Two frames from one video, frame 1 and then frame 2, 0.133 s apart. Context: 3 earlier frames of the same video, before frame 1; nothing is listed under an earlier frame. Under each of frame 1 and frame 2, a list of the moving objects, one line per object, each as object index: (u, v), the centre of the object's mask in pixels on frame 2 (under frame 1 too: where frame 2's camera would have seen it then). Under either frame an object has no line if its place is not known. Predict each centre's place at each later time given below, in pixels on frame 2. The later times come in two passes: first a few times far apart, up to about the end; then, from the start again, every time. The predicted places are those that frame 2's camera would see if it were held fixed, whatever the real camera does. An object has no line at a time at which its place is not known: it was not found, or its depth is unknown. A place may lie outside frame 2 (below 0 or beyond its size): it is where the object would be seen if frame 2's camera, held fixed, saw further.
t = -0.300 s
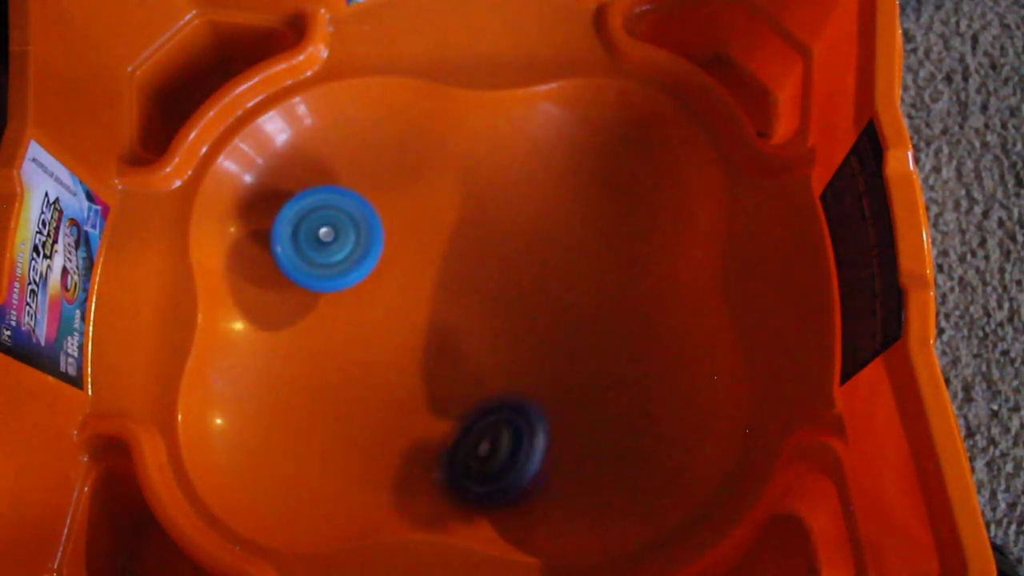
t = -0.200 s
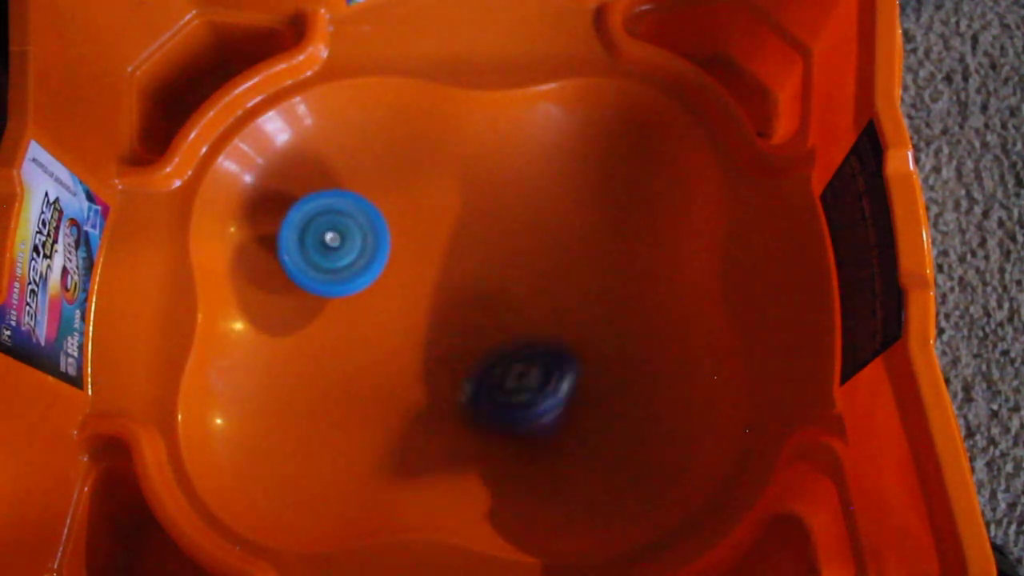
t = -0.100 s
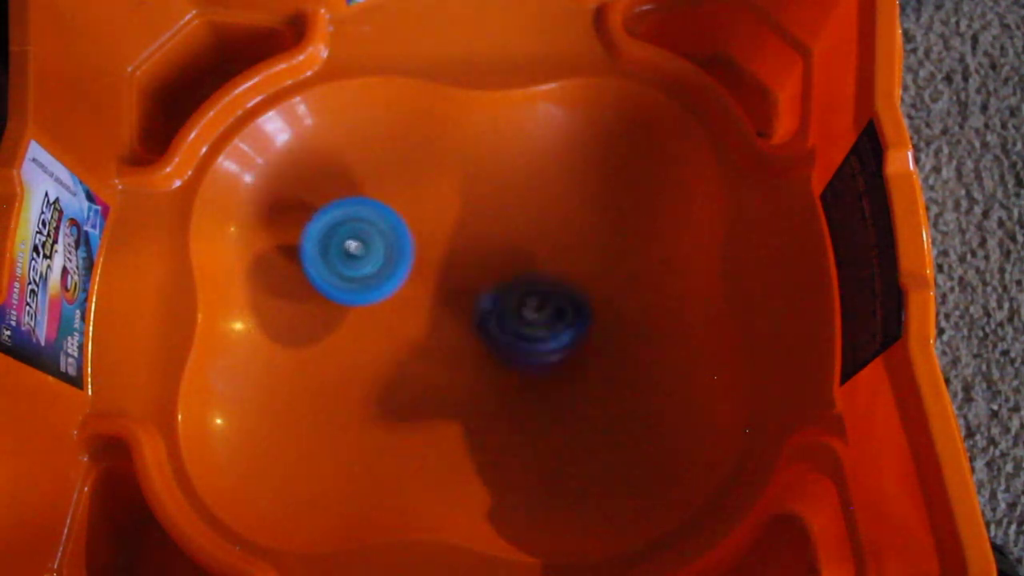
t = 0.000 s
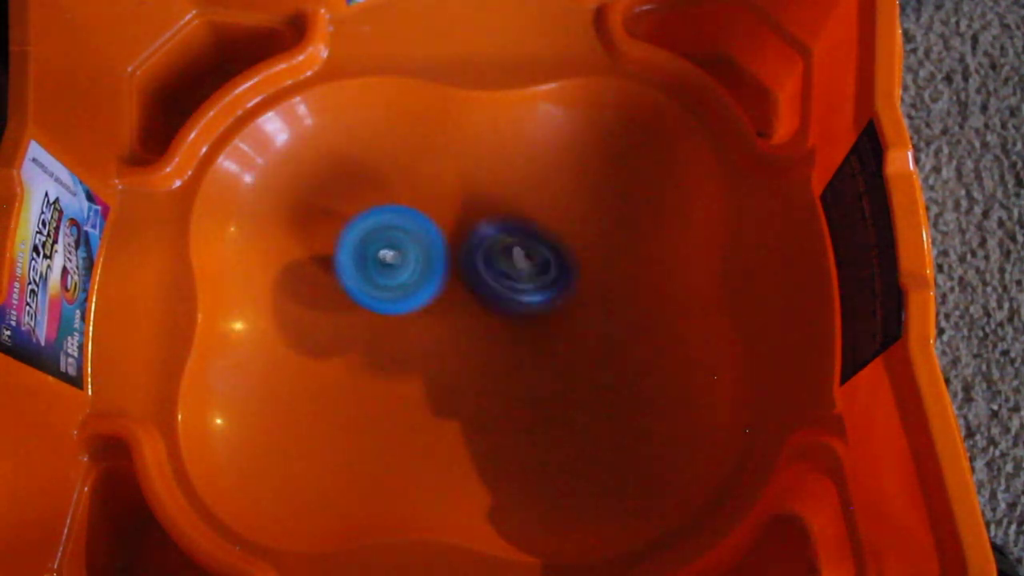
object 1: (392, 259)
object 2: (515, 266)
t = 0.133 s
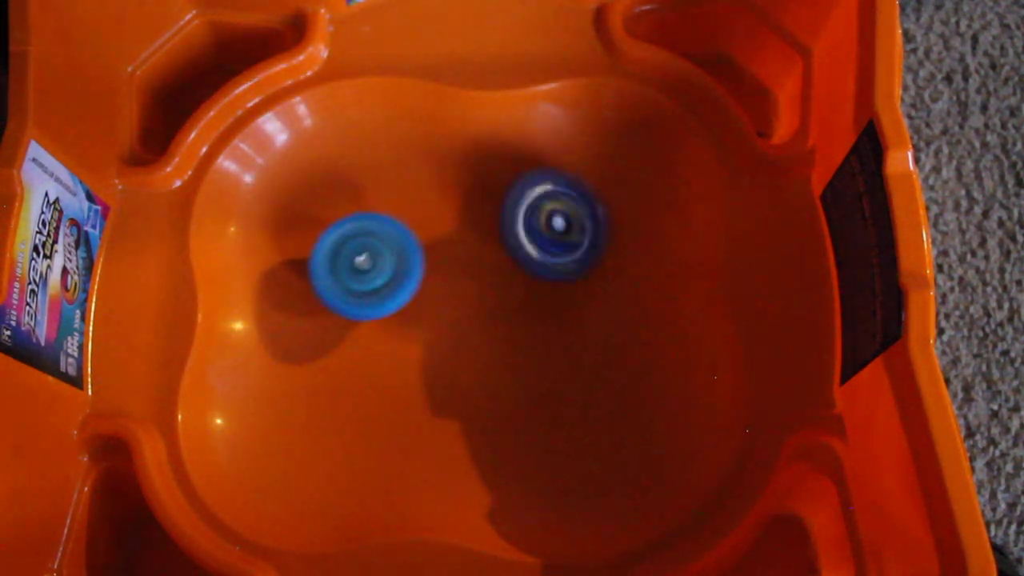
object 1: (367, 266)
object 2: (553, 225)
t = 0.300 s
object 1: (367, 301)
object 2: (582, 191)
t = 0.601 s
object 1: (451, 361)
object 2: (599, 180)
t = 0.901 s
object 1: (514, 431)
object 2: (600, 231)
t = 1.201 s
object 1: (586, 429)
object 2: (562, 217)
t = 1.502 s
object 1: (502, 351)
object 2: (432, 242)
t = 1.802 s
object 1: (424, 314)
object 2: (327, 225)
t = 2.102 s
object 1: (401, 343)
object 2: (337, 236)
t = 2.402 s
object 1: (495, 412)
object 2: (442, 249)
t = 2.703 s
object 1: (592, 455)
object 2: (540, 307)
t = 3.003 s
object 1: (578, 420)
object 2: (549, 277)
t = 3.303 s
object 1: (453, 380)
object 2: (532, 250)
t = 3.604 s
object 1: (349, 295)
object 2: (529, 282)
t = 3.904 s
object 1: (385, 222)
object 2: (436, 342)
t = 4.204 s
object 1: (465, 260)
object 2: (337, 335)
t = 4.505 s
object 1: (505, 406)
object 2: (358, 373)
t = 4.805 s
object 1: (550, 448)
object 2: (379, 354)
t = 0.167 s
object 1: (362, 271)
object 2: (562, 216)
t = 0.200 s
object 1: (361, 278)
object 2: (567, 209)
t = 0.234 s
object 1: (361, 285)
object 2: (573, 204)
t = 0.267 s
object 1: (364, 293)
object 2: (578, 197)
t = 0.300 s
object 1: (367, 301)
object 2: (582, 191)
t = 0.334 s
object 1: (372, 309)
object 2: (585, 184)
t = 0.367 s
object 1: (377, 318)
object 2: (588, 181)
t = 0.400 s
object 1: (383, 327)
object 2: (592, 176)
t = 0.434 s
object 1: (391, 336)
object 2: (596, 173)
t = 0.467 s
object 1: (400, 344)
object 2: (599, 171)
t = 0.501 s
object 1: (411, 351)
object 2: (601, 169)
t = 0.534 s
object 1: (423, 356)
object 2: (601, 172)
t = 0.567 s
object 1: (437, 359)
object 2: (602, 174)
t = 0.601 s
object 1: (451, 361)
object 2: (599, 180)
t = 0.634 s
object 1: (465, 362)
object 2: (598, 187)
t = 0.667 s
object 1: (479, 363)
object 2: (592, 198)
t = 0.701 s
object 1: (493, 365)
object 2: (589, 210)
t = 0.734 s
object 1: (507, 366)
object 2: (585, 223)
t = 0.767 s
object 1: (522, 366)
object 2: (580, 239)
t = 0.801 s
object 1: (531, 369)
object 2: (577, 250)
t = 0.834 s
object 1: (523, 393)
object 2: (589, 247)
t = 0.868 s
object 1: (516, 414)
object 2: (597, 238)
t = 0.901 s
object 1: (514, 431)
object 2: (600, 231)
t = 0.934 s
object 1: (515, 444)
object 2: (604, 224)
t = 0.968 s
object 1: (519, 454)
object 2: (604, 218)
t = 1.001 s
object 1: (528, 460)
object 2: (604, 213)
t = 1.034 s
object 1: (540, 463)
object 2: (600, 212)
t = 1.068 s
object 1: (553, 463)
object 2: (596, 209)
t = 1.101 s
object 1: (565, 459)
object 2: (589, 210)
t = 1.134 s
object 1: (576, 452)
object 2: (582, 210)
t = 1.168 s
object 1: (583, 442)
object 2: (571, 214)
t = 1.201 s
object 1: (586, 429)
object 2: (562, 217)
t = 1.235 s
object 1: (583, 415)
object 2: (548, 225)
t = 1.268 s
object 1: (577, 400)
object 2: (537, 231)
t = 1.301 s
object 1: (568, 385)
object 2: (522, 242)
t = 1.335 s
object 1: (557, 370)
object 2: (508, 250)
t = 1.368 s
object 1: (547, 361)
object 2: (497, 257)
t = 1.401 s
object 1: (537, 363)
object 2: (481, 255)
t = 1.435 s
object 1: (526, 361)
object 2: (465, 248)
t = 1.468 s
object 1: (514, 356)
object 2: (449, 247)
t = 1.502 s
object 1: (502, 351)
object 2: (432, 242)
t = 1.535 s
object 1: (492, 345)
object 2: (416, 238)
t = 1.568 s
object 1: (481, 339)
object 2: (401, 233)
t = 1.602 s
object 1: (470, 333)
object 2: (387, 232)
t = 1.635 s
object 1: (461, 328)
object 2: (373, 230)
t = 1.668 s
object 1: (452, 322)
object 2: (363, 230)
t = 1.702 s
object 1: (442, 315)
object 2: (351, 233)
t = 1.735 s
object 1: (432, 310)
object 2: (344, 233)
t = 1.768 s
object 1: (428, 311)
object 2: (335, 228)
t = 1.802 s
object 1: (424, 314)
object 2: (327, 225)
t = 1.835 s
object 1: (418, 316)
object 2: (315, 224)
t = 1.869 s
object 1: (413, 317)
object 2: (308, 221)
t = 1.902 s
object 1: (408, 319)
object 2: (305, 221)
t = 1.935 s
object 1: (404, 322)
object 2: (305, 222)
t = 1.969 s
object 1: (400, 325)
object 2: (307, 225)
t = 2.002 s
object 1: (398, 328)
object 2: (310, 227)
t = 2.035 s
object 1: (398, 332)
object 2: (317, 230)
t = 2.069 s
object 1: (398, 335)
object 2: (326, 235)
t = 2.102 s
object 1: (401, 343)
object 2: (337, 236)
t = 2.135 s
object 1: (408, 357)
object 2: (349, 231)
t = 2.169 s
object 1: (416, 368)
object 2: (359, 232)
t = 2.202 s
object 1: (424, 377)
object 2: (368, 229)
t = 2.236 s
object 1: (435, 385)
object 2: (380, 228)
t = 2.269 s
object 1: (447, 391)
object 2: (393, 230)
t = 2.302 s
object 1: (457, 397)
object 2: (405, 232)
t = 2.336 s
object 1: (468, 404)
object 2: (416, 235)
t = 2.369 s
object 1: (483, 408)
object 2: (430, 240)
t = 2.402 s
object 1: (495, 412)
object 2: (442, 249)
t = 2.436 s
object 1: (508, 416)
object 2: (454, 258)
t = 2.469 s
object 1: (522, 419)
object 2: (468, 269)
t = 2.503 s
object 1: (534, 419)
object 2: (479, 285)
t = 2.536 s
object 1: (547, 419)
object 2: (491, 297)
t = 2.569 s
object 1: (559, 417)
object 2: (504, 310)
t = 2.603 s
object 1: (567, 431)
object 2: (518, 308)
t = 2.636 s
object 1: (575, 444)
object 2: (531, 307)
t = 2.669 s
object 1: (583, 452)
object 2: (536, 309)
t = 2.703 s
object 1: (592, 455)
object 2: (540, 307)
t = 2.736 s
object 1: (601, 453)
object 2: (545, 304)
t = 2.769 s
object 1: (610, 448)
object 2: (552, 304)
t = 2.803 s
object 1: (617, 438)
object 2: (557, 305)
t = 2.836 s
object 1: (620, 428)
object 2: (559, 309)
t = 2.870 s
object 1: (618, 418)
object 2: (556, 312)
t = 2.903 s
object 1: (610, 418)
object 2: (556, 300)
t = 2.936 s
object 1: (602, 421)
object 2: (559, 285)
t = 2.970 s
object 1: (590, 420)
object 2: (558, 281)
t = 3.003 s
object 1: (578, 420)
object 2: (549, 277)
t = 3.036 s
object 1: (567, 416)
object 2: (538, 270)
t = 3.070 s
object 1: (552, 414)
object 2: (532, 262)
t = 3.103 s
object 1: (541, 410)
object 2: (528, 255)
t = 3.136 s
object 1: (527, 404)
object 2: (530, 250)
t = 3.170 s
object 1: (515, 400)
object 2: (532, 251)
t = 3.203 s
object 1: (504, 391)
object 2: (534, 255)
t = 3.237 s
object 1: (492, 384)
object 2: (529, 263)
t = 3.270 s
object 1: (473, 381)
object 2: (527, 259)
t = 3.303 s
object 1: (453, 380)
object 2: (532, 250)
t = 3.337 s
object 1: (436, 373)
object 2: (538, 245)
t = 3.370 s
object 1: (421, 366)
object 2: (543, 244)
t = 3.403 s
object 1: (408, 355)
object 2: (546, 248)
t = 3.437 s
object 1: (395, 346)
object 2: (547, 254)
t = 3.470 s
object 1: (383, 336)
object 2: (541, 262)
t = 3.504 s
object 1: (371, 326)
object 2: (534, 267)
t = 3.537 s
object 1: (362, 316)
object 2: (532, 272)
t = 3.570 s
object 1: (352, 305)
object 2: (530, 277)
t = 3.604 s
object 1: (349, 295)
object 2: (529, 282)
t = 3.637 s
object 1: (344, 284)
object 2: (525, 291)
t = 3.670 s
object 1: (345, 275)
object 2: (519, 300)
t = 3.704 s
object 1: (346, 265)
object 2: (512, 309)
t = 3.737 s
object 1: (351, 257)
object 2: (502, 320)
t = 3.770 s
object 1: (354, 248)
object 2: (490, 327)
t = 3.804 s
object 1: (362, 240)
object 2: (476, 333)
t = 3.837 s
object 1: (368, 233)
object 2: (464, 337)
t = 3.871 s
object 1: (377, 228)
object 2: (451, 340)
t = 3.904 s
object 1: (385, 222)
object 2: (436, 342)
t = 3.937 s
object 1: (395, 219)
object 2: (422, 342)
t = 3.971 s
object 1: (403, 216)
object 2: (408, 341)
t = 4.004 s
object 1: (412, 216)
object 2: (393, 340)
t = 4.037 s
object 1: (421, 217)
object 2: (380, 339)
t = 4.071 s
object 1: (430, 222)
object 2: (366, 338)
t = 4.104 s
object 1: (439, 227)
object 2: (356, 337)
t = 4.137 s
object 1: (448, 237)
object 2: (347, 336)
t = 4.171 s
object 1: (457, 246)
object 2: (341, 335)
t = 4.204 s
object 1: (465, 260)
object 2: (337, 335)
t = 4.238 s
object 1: (474, 274)
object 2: (336, 334)
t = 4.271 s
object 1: (480, 290)
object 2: (337, 334)
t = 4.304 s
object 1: (487, 304)
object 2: (341, 335)
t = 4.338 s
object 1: (493, 321)
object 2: (346, 337)
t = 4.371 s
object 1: (497, 338)
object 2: (350, 342)
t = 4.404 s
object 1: (499, 355)
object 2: (355, 349)
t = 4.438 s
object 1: (503, 372)
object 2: (358, 358)
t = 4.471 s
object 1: (503, 390)
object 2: (359, 366)
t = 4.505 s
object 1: (505, 406)
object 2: (358, 373)
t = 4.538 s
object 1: (504, 422)
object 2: (356, 377)
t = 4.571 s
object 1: (506, 437)
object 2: (355, 380)
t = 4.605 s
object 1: (508, 449)
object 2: (354, 380)
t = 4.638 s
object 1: (514, 458)
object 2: (356, 379)
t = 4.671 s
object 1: (520, 463)
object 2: (360, 376)
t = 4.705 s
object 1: (528, 465)
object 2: (364, 373)
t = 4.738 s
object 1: (536, 462)
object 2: (369, 368)
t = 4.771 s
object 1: (545, 457)
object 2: (375, 362)
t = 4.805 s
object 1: (550, 448)
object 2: (379, 354)
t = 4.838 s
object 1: (556, 437)
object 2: (383, 346)
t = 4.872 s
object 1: (555, 425)
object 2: (385, 337)
